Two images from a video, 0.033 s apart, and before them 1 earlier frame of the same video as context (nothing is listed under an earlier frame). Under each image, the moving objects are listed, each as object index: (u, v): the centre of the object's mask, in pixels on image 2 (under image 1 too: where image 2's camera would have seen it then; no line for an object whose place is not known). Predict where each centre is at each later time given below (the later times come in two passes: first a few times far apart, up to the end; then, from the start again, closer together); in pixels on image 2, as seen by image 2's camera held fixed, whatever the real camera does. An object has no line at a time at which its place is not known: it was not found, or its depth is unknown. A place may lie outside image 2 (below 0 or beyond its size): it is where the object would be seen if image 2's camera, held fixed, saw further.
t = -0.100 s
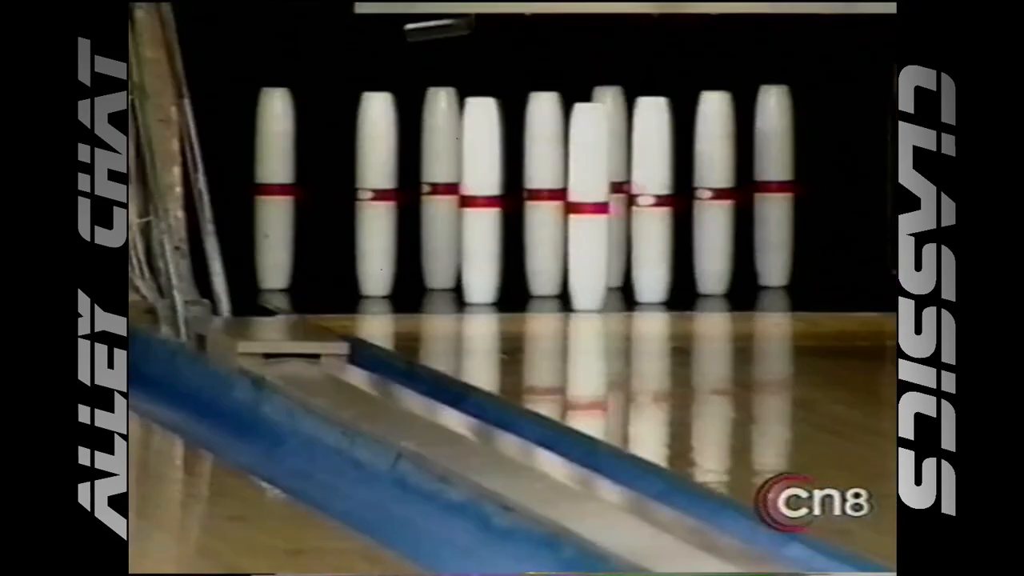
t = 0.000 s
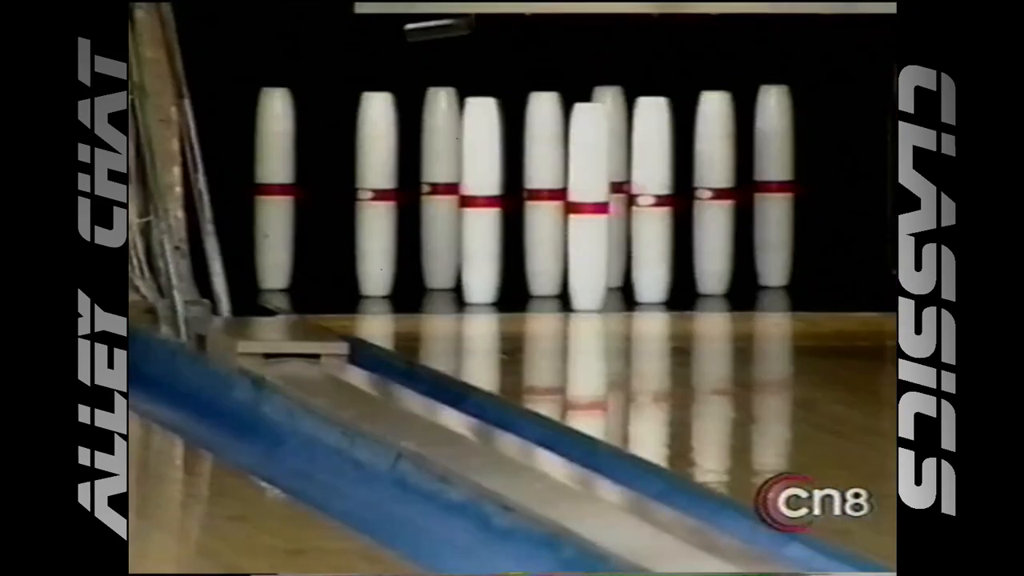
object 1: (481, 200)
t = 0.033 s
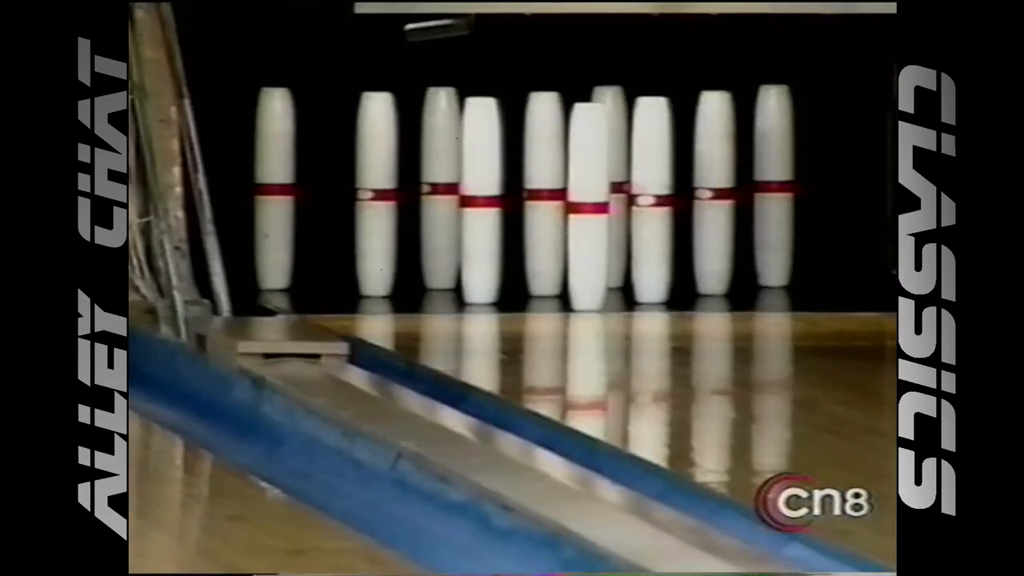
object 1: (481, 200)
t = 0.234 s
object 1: (481, 200)
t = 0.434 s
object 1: (481, 200)
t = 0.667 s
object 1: (481, 200)
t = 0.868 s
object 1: (410, 234)
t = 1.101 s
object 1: (301, 261)
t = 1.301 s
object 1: (336, 280)
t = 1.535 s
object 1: (402, 282)
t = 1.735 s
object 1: (444, 282)
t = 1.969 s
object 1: (476, 282)
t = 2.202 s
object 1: (486, 282)
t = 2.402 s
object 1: (486, 282)
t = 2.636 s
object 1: (487, 282)
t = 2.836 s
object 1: (487, 282)
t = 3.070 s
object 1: (487, 282)
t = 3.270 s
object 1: (487, 282)
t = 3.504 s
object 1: (487, 282)
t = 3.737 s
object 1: (487, 282)
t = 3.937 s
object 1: (487, 282)
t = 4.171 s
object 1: (487, 282)
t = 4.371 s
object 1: (487, 282)
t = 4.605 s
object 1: (487, 282)
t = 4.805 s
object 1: (487, 282)
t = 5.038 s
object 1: (487, 282)
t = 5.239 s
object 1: (487, 282)
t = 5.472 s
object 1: (487, 282)
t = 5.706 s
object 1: (487, 282)
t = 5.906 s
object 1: (487, 282)
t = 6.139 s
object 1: (487, 282)
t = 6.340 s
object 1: (487, 282)
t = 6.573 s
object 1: (487, 282)
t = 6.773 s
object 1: (487, 282)
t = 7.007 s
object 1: (487, 282)
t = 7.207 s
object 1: (487, 282)
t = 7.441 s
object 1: (487, 282)
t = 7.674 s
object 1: (487, 282)
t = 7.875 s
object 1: (487, 282)
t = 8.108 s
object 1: (487, 282)
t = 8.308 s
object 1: (487, 282)
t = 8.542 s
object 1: (487, 282)
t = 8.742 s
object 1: (487, 282)
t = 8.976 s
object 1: (487, 282)
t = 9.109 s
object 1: (487, 282)
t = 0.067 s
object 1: (481, 200)
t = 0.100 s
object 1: (481, 200)
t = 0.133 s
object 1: (481, 200)
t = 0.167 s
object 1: (481, 200)
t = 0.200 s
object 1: (481, 200)
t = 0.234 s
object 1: (481, 200)
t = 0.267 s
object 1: (481, 200)
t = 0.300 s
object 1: (481, 200)
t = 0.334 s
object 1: (481, 200)
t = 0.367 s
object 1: (481, 200)
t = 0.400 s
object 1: (481, 200)
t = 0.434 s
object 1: (481, 200)
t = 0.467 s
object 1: (481, 201)
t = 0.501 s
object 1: (481, 200)
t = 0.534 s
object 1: (481, 200)
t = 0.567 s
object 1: (481, 200)
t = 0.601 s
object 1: (481, 200)
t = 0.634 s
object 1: (481, 200)
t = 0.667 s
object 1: (481, 200)
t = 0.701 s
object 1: (481, 200)
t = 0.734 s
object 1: (478, 197)
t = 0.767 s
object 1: (451, 204)
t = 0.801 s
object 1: (433, 204)
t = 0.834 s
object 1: (420, 213)
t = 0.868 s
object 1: (410, 234)
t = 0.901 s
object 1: (394, 256)
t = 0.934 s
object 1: (361, 262)
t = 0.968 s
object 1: (341, 260)
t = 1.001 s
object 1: (332, 251)
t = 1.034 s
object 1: (320, 251)
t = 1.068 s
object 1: (312, 258)
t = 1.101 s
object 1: (301, 261)
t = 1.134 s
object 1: (301, 263)
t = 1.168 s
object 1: (304, 264)
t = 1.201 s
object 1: (313, 264)
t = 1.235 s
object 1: (321, 271)
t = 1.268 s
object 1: (330, 281)
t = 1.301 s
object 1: (336, 280)
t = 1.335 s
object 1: (344, 280)
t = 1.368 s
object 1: (356, 282)
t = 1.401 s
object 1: (365, 281)
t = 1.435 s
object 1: (376, 281)
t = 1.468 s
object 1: (385, 282)
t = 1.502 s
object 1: (394, 281)
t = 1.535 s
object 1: (402, 282)
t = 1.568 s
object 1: (410, 282)
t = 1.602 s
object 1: (417, 282)
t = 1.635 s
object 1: (425, 282)
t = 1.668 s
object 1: (432, 282)
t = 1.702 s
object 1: (439, 282)
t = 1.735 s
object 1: (444, 282)
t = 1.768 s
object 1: (451, 282)
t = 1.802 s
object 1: (456, 282)
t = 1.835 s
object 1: (461, 282)
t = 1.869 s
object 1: (466, 282)
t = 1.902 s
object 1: (470, 282)
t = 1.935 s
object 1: (473, 282)
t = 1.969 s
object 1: (476, 282)
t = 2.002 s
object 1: (479, 282)
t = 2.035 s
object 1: (482, 282)
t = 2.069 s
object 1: (483, 282)
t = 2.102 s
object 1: (484, 282)
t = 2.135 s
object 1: (485, 282)
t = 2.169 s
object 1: (486, 282)
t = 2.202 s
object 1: (486, 282)
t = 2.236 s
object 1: (486, 282)
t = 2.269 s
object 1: (486, 282)
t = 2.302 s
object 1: (486, 283)
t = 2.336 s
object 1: (486, 282)
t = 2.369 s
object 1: (486, 282)
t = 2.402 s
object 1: (486, 282)
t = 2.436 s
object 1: (487, 283)
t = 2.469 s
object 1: (487, 282)
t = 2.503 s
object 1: (487, 282)
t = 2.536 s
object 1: (487, 283)
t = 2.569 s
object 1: (487, 282)
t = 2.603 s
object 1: (487, 282)
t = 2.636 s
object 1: (487, 282)
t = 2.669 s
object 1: (487, 282)
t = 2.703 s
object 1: (487, 282)
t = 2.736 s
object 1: (487, 282)
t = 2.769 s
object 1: (487, 282)
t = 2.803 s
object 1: (487, 282)
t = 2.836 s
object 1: (487, 282)
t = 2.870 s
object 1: (487, 282)
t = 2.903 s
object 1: (487, 282)
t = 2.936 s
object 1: (487, 282)
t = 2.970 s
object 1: (487, 282)
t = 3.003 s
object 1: (487, 282)
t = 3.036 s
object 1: (487, 282)
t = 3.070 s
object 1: (487, 282)
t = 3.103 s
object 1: (487, 282)
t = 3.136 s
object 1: (487, 282)
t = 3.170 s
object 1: (487, 282)
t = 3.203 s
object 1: (487, 282)
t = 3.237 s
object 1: (487, 282)
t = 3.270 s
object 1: (487, 282)
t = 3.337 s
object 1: (487, 282)
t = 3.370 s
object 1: (487, 282)
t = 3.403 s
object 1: (487, 282)
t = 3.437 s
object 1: (487, 282)
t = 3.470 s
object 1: (487, 282)
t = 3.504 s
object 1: (487, 282)
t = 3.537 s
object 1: (486, 282)
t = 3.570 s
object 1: (487, 282)
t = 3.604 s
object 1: (487, 282)
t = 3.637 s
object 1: (487, 282)
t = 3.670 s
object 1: (487, 282)
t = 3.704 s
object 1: (487, 282)
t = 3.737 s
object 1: (487, 282)
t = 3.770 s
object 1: (487, 282)
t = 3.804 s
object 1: (487, 282)
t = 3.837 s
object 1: (487, 282)
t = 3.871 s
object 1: (487, 282)
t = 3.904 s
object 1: (487, 282)
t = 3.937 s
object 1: (487, 282)
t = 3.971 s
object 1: (487, 282)
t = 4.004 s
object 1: (487, 282)
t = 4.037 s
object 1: (487, 282)
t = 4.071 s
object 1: (487, 282)
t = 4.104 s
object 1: (487, 282)
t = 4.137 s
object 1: (487, 282)
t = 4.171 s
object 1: (487, 282)
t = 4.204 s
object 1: (487, 282)
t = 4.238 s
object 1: (487, 282)
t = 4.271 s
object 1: (487, 282)
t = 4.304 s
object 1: (487, 282)
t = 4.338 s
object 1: (487, 282)
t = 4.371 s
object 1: (487, 282)
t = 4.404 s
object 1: (487, 282)
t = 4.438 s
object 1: (487, 282)
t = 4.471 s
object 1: (487, 282)
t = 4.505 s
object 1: (487, 282)
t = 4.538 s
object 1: (487, 282)
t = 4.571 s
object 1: (487, 282)
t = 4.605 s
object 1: (487, 282)
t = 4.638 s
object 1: (487, 282)
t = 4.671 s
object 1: (487, 282)
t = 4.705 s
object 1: (487, 282)
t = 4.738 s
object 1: (487, 282)
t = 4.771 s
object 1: (487, 282)
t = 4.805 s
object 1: (487, 282)
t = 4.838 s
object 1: (487, 282)
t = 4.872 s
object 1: (487, 282)
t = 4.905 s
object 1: (487, 282)
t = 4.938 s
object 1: (487, 282)
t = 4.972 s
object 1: (487, 282)
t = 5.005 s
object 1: (487, 282)
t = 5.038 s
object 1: (487, 282)
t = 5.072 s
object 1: (487, 282)
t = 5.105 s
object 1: (487, 282)
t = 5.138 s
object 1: (487, 282)
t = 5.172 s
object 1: (487, 282)
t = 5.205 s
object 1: (487, 282)
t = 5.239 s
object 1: (487, 282)
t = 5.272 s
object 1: (487, 282)
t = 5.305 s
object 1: (487, 282)
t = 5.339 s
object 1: (487, 282)
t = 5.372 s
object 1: (487, 282)
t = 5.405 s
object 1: (487, 282)
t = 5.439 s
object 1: (487, 282)
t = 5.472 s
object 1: (487, 282)
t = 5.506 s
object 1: (487, 282)
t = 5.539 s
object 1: (487, 282)
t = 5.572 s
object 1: (487, 282)
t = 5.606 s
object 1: (487, 282)
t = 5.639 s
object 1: (487, 282)
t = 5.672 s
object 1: (487, 282)
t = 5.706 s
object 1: (487, 282)
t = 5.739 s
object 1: (487, 282)
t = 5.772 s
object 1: (487, 282)
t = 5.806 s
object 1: (487, 282)
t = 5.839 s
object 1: (487, 282)
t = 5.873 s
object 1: (487, 282)
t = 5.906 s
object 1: (487, 282)
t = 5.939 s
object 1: (487, 282)
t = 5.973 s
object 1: (487, 282)
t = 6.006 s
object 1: (487, 282)
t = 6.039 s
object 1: (487, 282)
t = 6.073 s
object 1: (487, 282)
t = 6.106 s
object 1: (487, 282)
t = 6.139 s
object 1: (487, 282)
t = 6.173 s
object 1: (487, 282)
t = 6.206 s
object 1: (487, 282)
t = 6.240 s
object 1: (487, 282)
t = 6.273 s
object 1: (487, 282)
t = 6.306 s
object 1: (487, 282)
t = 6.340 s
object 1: (487, 282)
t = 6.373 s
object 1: (487, 282)
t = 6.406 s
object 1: (487, 282)
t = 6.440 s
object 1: (487, 282)
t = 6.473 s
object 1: (487, 282)
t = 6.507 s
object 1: (487, 282)
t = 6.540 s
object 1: (487, 282)
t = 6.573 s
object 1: (487, 282)
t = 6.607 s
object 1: (487, 282)
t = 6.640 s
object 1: (487, 282)
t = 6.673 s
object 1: (487, 282)
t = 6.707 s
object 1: (487, 282)
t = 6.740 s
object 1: (487, 282)
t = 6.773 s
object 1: (487, 282)
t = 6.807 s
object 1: (487, 282)
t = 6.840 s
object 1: (487, 282)
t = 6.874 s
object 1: (487, 282)
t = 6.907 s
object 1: (487, 282)
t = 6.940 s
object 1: (487, 282)
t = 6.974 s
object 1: (487, 282)
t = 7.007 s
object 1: (487, 282)
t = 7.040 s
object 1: (487, 282)
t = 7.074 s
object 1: (487, 282)
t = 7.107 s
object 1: (487, 282)
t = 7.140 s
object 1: (487, 282)
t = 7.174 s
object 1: (487, 282)
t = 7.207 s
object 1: (487, 282)
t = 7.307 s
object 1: (487, 282)
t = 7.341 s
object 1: (487, 282)
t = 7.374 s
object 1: (487, 282)
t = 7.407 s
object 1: (487, 282)
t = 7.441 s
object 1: (487, 282)
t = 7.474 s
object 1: (487, 282)
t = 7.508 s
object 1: (487, 282)
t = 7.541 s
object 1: (487, 282)
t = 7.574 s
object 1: (487, 282)
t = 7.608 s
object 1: (487, 282)
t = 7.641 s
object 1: (487, 282)
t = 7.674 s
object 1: (487, 282)
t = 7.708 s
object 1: (487, 282)
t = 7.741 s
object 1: (487, 282)
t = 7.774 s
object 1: (487, 282)
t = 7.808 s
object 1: (487, 282)
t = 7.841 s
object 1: (487, 282)
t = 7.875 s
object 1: (487, 282)
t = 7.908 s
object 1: (487, 282)
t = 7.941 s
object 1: (487, 282)
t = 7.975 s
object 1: (487, 282)
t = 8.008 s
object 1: (487, 282)
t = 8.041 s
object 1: (487, 282)
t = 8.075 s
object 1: (487, 282)
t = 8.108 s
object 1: (487, 282)
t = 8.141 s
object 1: (487, 282)
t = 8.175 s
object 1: (487, 282)
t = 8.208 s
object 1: (487, 282)
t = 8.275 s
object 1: (487, 282)
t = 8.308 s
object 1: (487, 282)
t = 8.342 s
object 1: (487, 282)
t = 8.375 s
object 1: (487, 282)
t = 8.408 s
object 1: (487, 282)
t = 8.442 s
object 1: (487, 282)
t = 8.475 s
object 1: (487, 282)
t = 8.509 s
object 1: (487, 282)
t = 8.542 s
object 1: (487, 282)
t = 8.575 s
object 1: (487, 282)
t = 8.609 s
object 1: (487, 282)
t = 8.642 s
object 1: (487, 282)
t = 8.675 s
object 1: (487, 282)
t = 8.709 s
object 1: (487, 282)
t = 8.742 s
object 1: (487, 282)
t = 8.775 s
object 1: (487, 282)
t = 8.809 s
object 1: (487, 282)
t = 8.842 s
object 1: (487, 282)
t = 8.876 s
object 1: (487, 282)
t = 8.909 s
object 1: (487, 282)
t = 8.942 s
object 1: (487, 282)
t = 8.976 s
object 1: (487, 282)
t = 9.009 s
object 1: (487, 282)
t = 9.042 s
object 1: (487, 282)
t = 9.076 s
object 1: (487, 282)
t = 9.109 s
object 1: (487, 282)
